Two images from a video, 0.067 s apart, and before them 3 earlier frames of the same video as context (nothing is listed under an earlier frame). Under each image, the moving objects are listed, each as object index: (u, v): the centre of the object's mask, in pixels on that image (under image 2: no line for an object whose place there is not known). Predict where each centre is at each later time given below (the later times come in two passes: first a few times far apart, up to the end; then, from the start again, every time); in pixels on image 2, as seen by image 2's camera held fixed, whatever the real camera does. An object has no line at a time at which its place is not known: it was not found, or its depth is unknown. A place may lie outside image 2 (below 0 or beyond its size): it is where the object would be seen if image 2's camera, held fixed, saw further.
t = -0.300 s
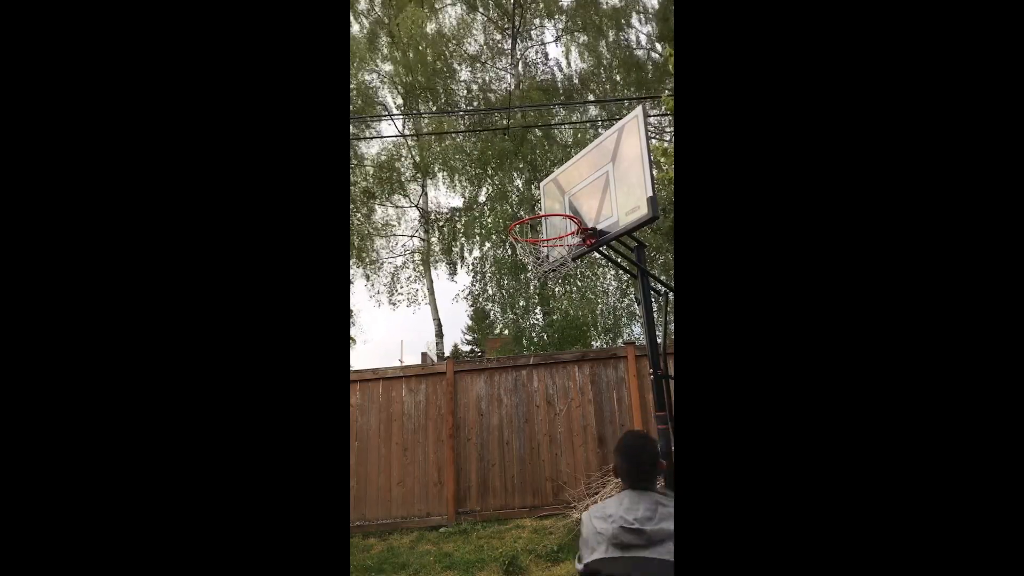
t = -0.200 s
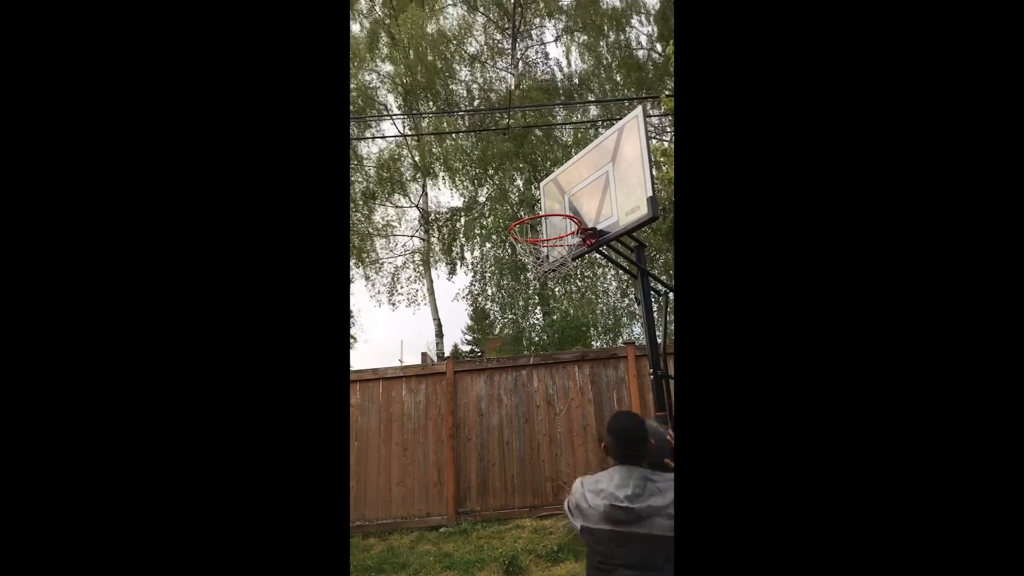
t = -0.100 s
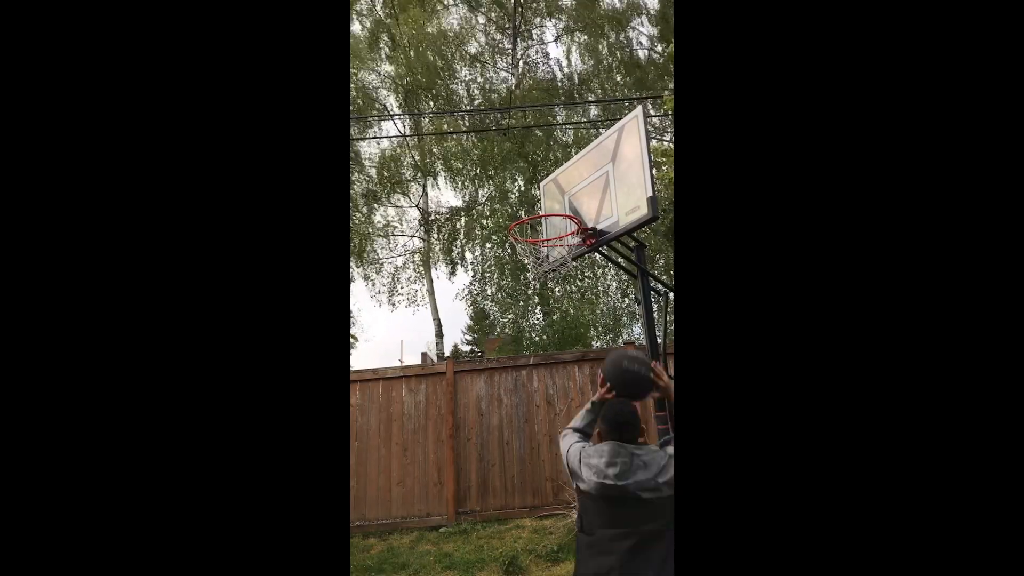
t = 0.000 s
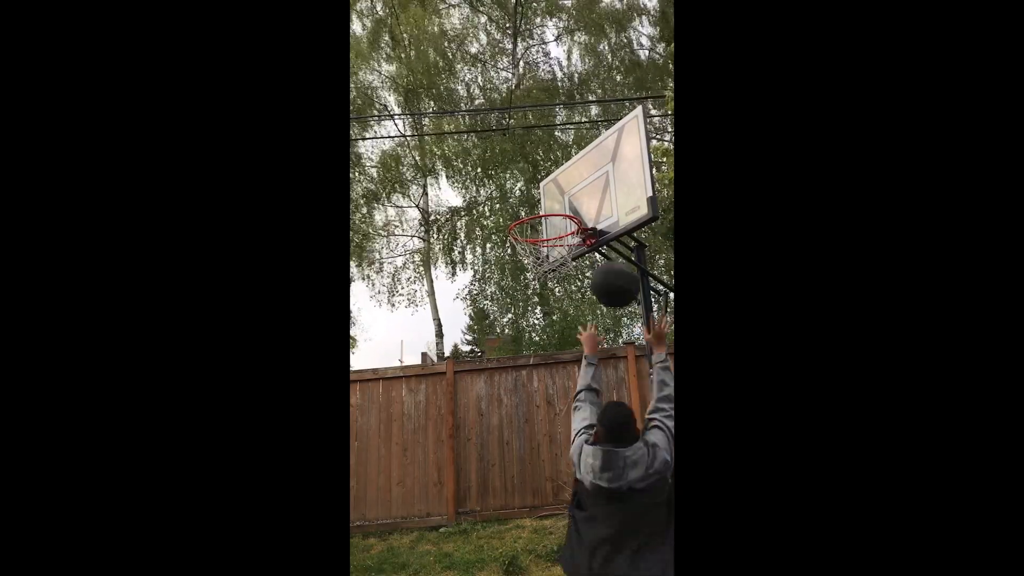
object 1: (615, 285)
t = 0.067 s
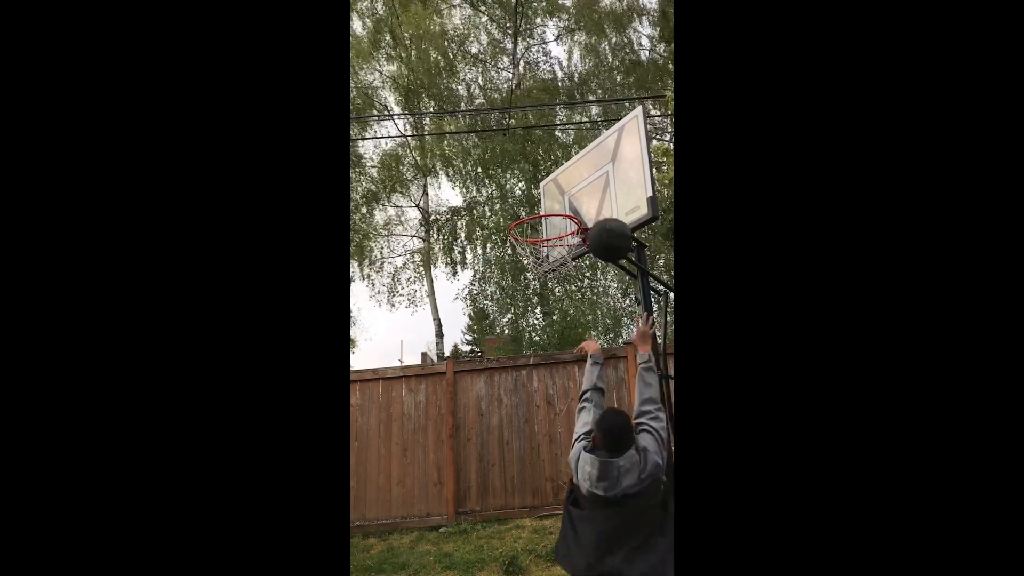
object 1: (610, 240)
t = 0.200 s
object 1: (603, 185)
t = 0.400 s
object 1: (594, 164)
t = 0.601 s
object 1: (565, 194)
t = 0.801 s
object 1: (542, 280)
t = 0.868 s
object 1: (537, 309)
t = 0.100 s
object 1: (607, 222)
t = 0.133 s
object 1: (606, 208)
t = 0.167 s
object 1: (604, 195)
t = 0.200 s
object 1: (603, 185)
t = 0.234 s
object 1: (602, 178)
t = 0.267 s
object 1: (601, 172)
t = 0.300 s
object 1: (600, 168)
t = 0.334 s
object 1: (600, 165)
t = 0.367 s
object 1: (599, 164)
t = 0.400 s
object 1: (594, 164)
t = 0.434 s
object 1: (588, 165)
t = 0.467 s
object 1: (584, 168)
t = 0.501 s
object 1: (579, 173)
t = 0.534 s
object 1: (574, 179)
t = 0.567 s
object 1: (570, 186)
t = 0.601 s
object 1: (565, 194)
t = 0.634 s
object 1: (561, 204)
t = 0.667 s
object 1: (556, 216)
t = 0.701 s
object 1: (552, 230)
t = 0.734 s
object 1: (547, 245)
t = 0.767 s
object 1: (546, 261)
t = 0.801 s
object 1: (542, 280)
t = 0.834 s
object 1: (538, 292)
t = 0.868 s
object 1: (537, 309)
